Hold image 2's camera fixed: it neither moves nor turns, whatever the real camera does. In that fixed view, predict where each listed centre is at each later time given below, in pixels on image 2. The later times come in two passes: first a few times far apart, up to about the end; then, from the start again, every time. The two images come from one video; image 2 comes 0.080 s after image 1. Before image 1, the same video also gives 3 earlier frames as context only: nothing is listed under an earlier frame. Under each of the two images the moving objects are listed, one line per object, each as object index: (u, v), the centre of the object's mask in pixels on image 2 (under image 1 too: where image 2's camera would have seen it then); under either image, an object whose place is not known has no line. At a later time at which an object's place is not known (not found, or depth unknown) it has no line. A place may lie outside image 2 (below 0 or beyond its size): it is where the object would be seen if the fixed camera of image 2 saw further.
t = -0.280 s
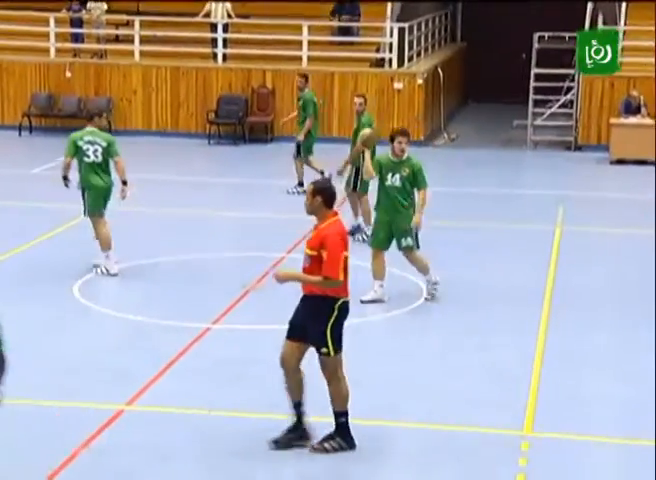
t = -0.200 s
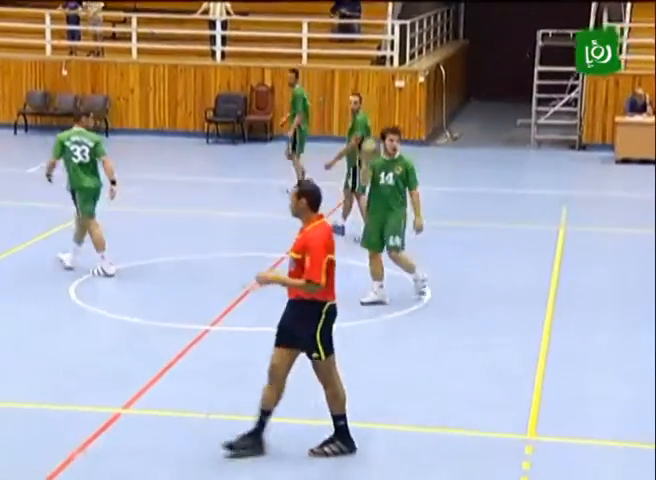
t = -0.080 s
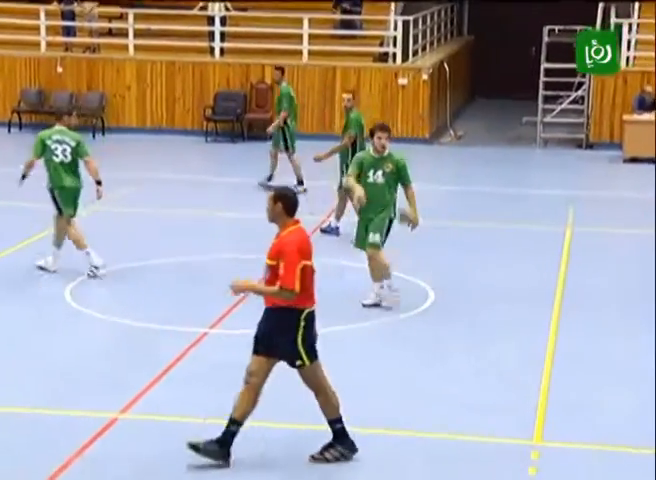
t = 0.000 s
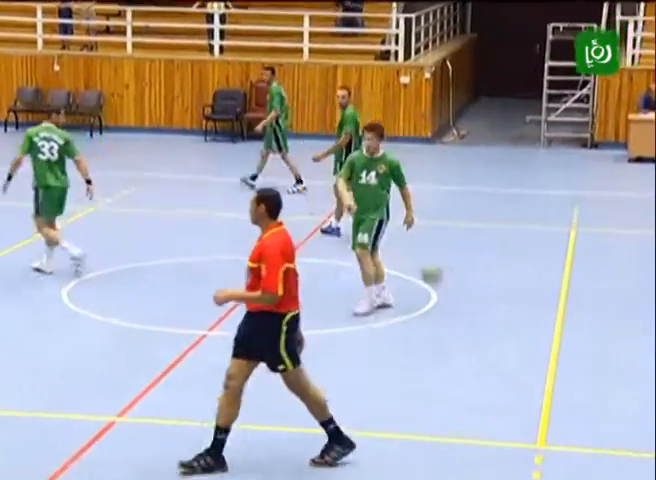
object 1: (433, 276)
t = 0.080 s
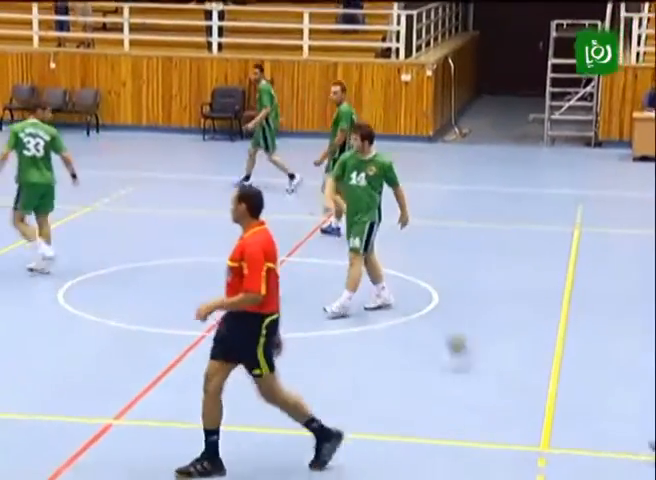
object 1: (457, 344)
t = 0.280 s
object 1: (494, 304)
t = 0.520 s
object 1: (538, 275)
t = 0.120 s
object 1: (467, 360)
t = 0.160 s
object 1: (474, 345)
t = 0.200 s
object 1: (480, 329)
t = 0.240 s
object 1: (487, 317)
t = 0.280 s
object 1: (494, 304)
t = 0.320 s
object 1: (501, 294)
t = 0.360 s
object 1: (507, 286)
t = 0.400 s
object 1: (515, 280)
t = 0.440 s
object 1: (522, 277)
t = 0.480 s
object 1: (530, 274)
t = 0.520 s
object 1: (538, 275)
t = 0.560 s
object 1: (546, 277)
